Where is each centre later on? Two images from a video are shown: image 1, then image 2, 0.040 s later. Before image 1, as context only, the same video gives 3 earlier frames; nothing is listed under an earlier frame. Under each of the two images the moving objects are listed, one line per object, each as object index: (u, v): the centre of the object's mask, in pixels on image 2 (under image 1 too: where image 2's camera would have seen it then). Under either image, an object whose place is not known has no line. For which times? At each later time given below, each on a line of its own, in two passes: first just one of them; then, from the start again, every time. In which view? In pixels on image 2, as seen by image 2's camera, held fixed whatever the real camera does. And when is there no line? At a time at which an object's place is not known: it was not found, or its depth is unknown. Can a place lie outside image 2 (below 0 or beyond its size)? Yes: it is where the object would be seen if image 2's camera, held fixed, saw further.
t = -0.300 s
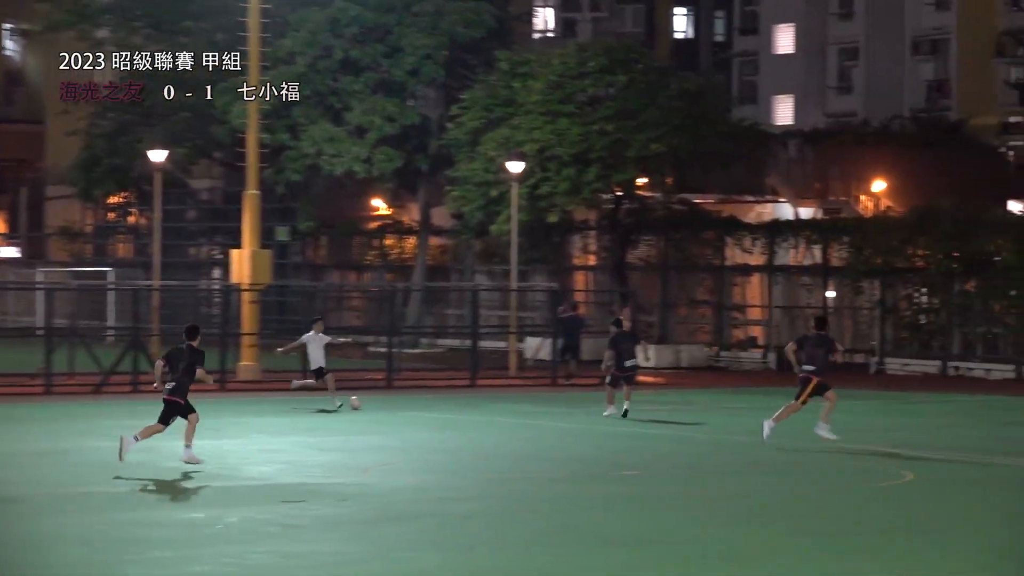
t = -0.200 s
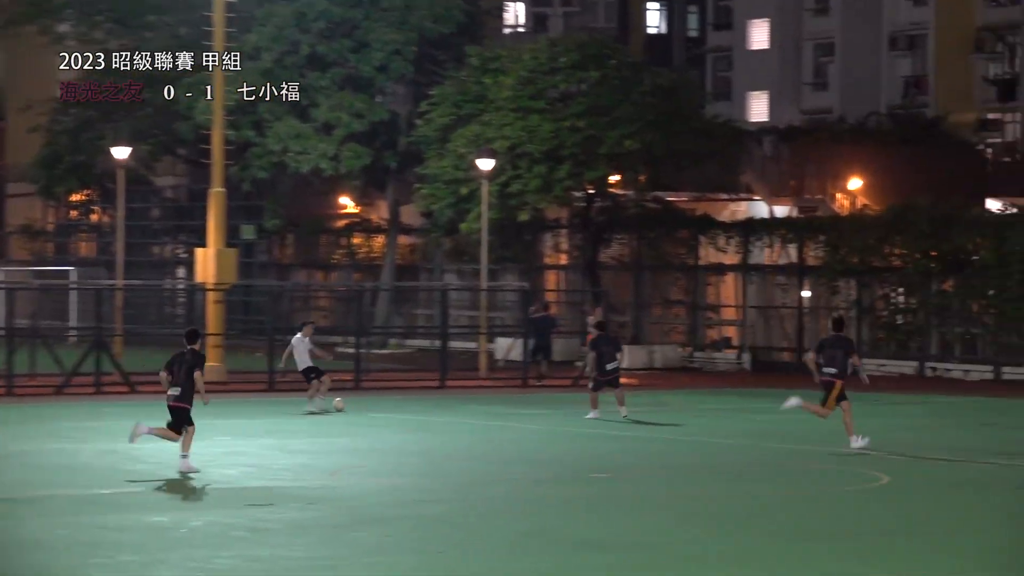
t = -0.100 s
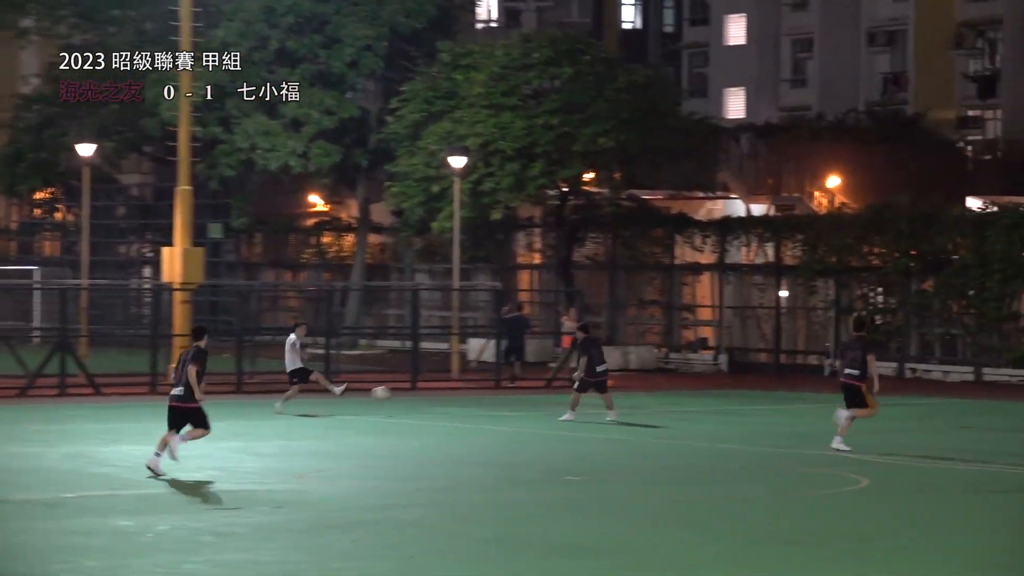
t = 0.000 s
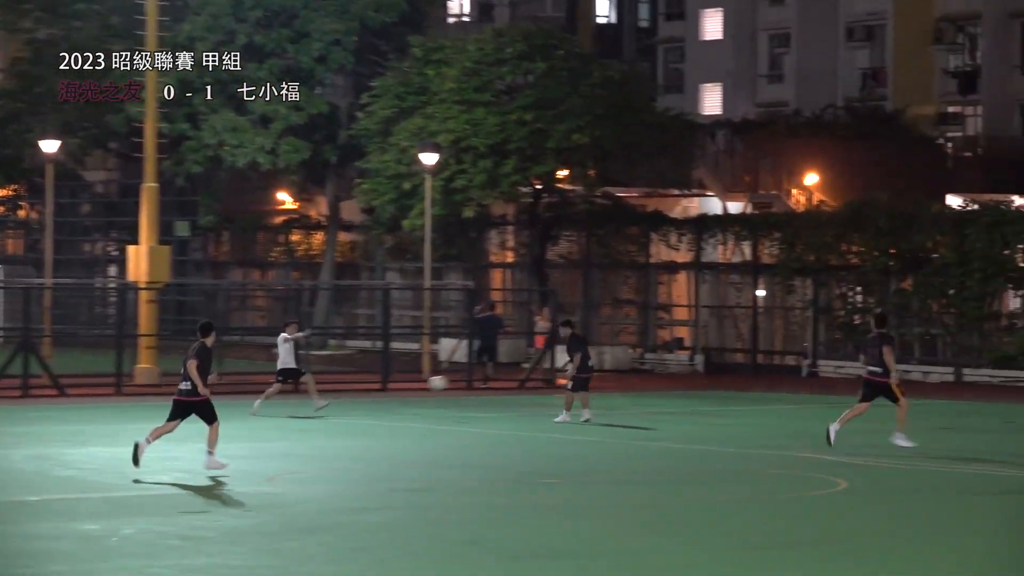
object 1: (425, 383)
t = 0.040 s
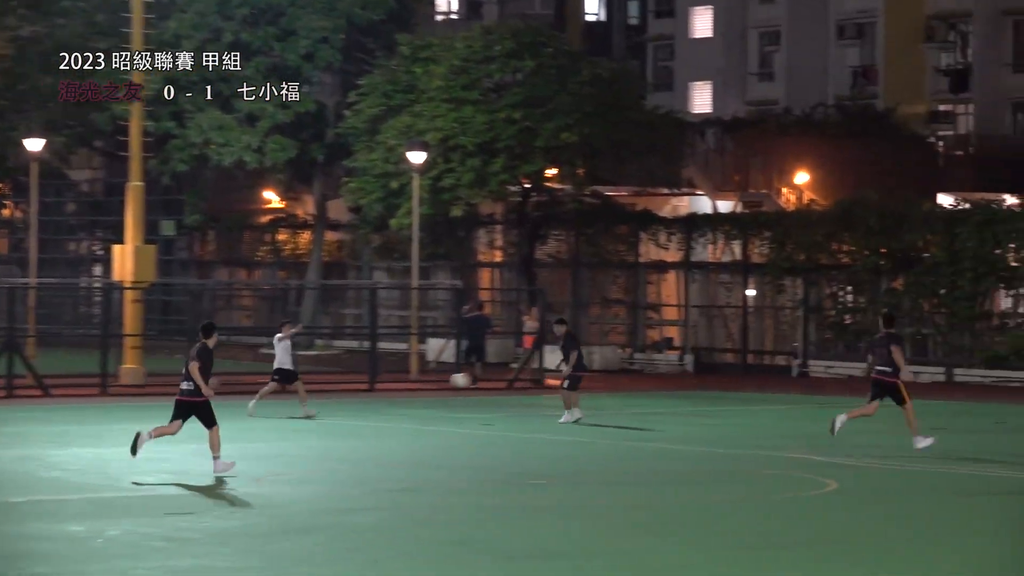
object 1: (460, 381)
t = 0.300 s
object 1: (679, 386)
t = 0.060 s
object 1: (477, 379)
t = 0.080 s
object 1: (495, 378)
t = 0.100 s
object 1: (512, 378)
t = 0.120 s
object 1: (529, 377)
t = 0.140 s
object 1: (546, 377)
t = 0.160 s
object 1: (564, 377)
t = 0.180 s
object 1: (580, 377)
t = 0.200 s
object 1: (596, 379)
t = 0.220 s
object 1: (613, 379)
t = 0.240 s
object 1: (630, 381)
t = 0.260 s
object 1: (647, 383)
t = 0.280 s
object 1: (663, 384)
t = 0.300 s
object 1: (679, 386)
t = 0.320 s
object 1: (696, 388)
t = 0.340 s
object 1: (713, 391)
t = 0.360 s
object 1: (730, 394)
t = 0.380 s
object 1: (747, 398)
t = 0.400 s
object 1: (764, 402)
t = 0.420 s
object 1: (782, 406)
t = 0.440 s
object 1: (799, 411)
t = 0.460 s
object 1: (815, 416)
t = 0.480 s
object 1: (831, 421)
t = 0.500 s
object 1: (847, 426)
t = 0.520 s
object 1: (863, 433)
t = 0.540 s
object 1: (880, 439)
